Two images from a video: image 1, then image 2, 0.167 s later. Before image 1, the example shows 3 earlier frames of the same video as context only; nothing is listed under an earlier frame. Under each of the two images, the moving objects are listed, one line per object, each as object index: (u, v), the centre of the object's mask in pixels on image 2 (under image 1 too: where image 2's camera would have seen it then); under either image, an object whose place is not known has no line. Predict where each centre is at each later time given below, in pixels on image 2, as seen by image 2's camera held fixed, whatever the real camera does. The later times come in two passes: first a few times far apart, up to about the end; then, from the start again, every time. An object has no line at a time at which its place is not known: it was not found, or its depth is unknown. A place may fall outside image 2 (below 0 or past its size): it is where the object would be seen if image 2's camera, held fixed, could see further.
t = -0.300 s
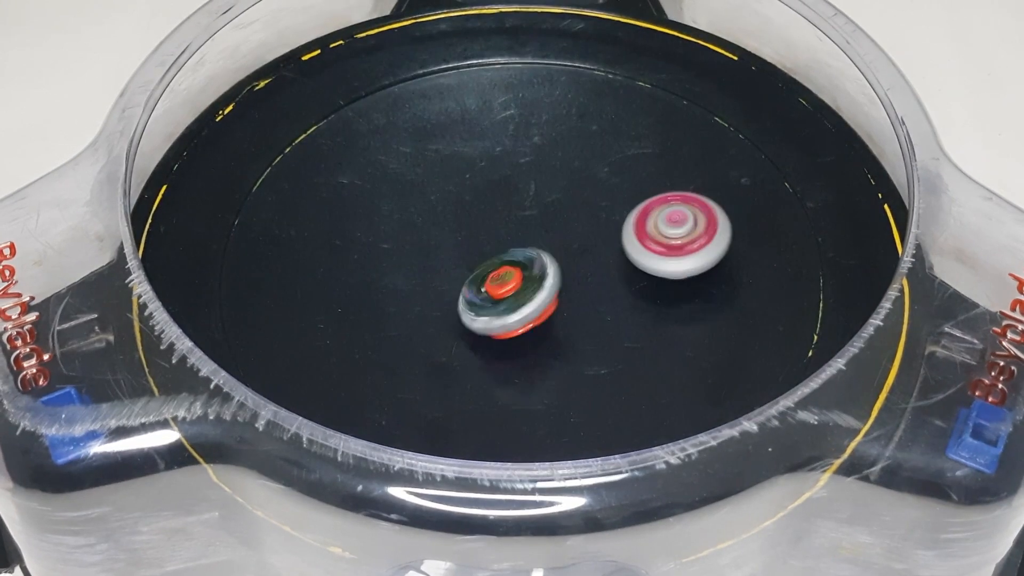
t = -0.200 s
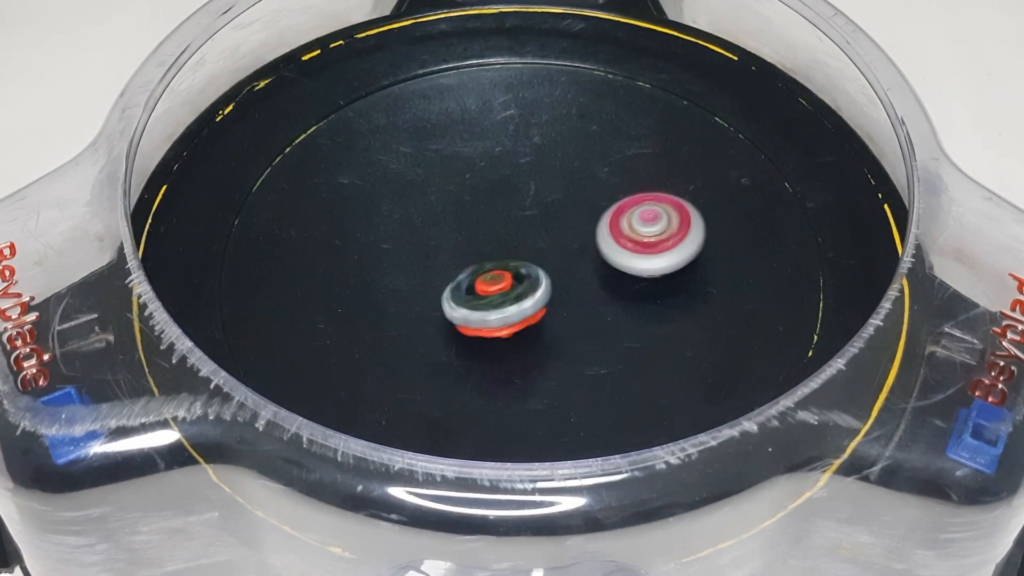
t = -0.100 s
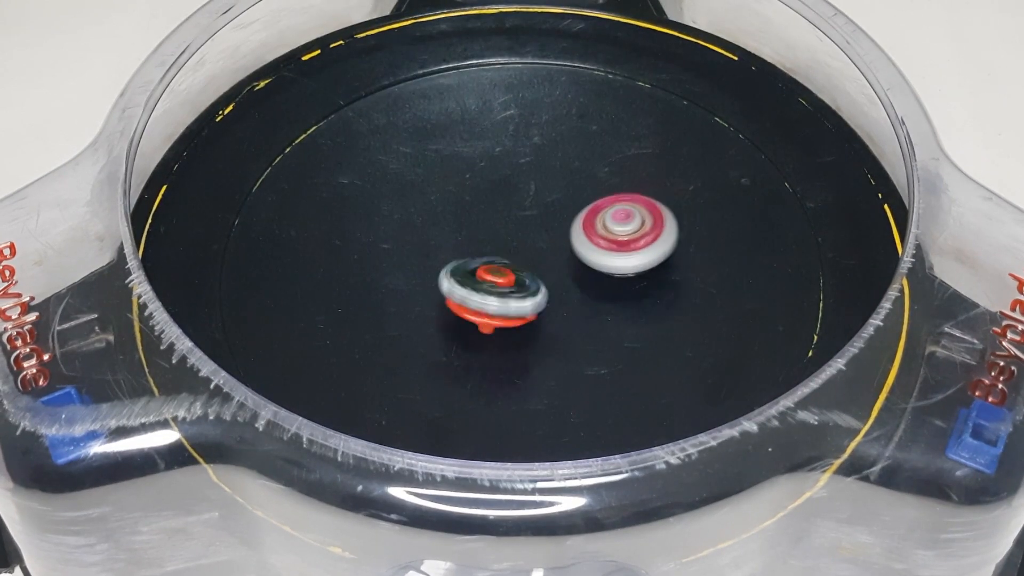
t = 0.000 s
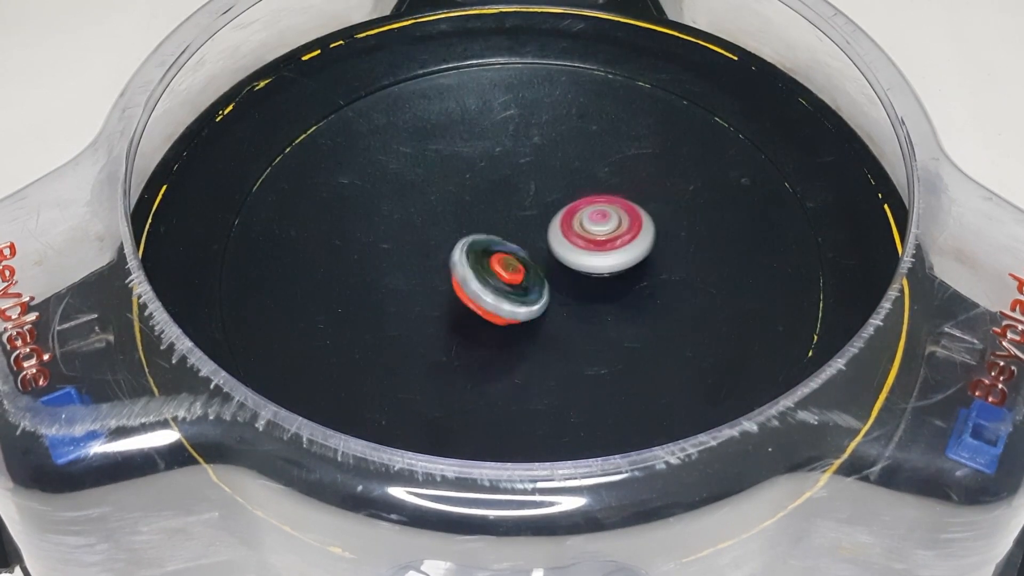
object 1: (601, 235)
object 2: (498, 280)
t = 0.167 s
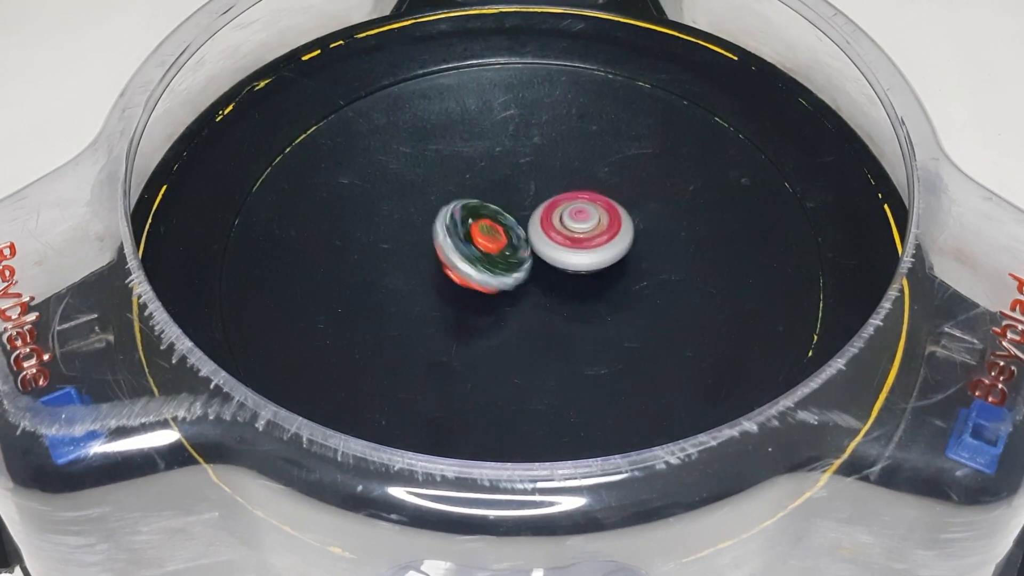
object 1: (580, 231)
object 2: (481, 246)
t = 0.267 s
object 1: (574, 228)
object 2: (468, 224)
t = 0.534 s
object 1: (571, 228)
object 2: (467, 212)
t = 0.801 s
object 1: (565, 225)
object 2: (465, 215)
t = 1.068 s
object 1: (562, 230)
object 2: (466, 215)
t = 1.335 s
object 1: (556, 239)
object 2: (465, 214)
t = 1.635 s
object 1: (541, 256)
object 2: (463, 212)
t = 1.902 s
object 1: (533, 263)
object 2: (463, 211)
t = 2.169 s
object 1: (528, 264)
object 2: (462, 209)
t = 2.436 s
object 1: (531, 261)
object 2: (462, 209)
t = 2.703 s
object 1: (537, 256)
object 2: (463, 209)
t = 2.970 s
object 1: (543, 250)
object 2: (463, 210)
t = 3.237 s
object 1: (549, 248)
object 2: (464, 211)
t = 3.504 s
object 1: (551, 249)
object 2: (465, 211)
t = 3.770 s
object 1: (550, 250)
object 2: (465, 211)
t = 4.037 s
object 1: (544, 250)
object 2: (463, 210)
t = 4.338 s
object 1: (541, 251)
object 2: (463, 209)
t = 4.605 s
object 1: (541, 251)
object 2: (463, 209)
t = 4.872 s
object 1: (541, 251)
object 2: (463, 209)
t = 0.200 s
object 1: (575, 230)
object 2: (478, 240)
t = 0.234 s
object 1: (572, 229)
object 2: (475, 232)
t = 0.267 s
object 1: (574, 228)
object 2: (468, 224)
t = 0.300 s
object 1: (573, 227)
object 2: (463, 219)
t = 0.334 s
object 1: (569, 226)
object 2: (463, 219)
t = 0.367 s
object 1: (567, 225)
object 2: (463, 217)
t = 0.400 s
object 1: (569, 226)
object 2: (461, 214)
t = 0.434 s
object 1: (568, 226)
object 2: (463, 215)
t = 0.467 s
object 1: (569, 226)
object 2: (464, 214)
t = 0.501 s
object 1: (571, 228)
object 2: (464, 212)
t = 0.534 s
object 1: (571, 228)
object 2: (467, 212)
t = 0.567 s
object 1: (570, 228)
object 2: (467, 212)
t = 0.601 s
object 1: (569, 227)
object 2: (467, 213)
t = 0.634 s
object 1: (568, 226)
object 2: (465, 215)
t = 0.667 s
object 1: (567, 226)
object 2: (463, 217)
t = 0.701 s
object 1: (566, 225)
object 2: (462, 217)
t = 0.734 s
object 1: (566, 225)
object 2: (462, 216)
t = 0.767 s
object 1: (566, 225)
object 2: (463, 216)
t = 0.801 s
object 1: (565, 225)
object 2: (465, 215)
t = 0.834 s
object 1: (564, 225)
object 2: (466, 215)
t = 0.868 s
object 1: (565, 226)
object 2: (465, 215)
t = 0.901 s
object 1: (564, 227)
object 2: (465, 215)
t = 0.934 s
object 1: (564, 227)
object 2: (466, 215)
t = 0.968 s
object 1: (564, 228)
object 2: (466, 215)
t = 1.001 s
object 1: (563, 228)
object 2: (466, 215)
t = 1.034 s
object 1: (563, 229)
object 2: (466, 215)
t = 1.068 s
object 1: (562, 230)
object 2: (466, 215)
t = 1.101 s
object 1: (562, 230)
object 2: (466, 215)
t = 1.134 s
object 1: (561, 231)
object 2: (465, 215)
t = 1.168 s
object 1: (561, 232)
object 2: (465, 215)
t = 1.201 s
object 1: (560, 233)
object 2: (465, 214)
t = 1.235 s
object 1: (560, 234)
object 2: (465, 214)
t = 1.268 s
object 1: (559, 236)
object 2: (465, 214)
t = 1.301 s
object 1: (558, 237)
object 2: (465, 214)
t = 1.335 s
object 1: (556, 239)
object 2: (465, 214)
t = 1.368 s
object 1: (555, 241)
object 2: (465, 214)
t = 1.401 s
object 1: (553, 243)
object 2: (464, 214)
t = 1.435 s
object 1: (552, 245)
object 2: (464, 214)
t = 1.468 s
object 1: (550, 247)
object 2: (464, 213)
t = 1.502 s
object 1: (548, 249)
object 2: (464, 213)
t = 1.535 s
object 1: (547, 251)
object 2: (464, 213)
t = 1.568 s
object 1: (545, 253)
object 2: (464, 213)
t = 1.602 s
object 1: (543, 254)
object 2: (463, 212)
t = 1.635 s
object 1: (541, 256)
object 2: (463, 212)
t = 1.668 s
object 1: (538, 258)
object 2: (463, 212)
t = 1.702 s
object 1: (538, 260)
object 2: (463, 211)
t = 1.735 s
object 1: (537, 262)
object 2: (463, 211)
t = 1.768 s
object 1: (535, 263)
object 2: (463, 211)
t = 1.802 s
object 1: (535, 263)
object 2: (463, 211)
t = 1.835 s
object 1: (534, 263)
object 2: (463, 211)
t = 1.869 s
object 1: (534, 263)
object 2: (463, 211)
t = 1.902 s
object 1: (533, 263)
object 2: (463, 211)
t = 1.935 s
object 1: (532, 264)
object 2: (463, 210)
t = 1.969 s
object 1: (531, 264)
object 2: (463, 210)
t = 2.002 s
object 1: (531, 264)
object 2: (463, 210)
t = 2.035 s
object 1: (530, 264)
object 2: (462, 210)
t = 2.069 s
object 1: (529, 264)
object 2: (462, 210)
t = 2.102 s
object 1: (529, 264)
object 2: (462, 209)
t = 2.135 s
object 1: (528, 264)
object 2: (462, 209)
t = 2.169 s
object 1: (528, 264)
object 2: (462, 209)
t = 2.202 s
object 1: (528, 264)
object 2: (462, 209)
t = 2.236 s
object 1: (528, 264)
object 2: (462, 209)
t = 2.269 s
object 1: (528, 263)
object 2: (462, 209)
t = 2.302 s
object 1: (529, 263)
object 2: (462, 209)
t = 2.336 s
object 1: (529, 263)
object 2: (462, 209)
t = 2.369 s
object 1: (530, 263)
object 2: (462, 209)
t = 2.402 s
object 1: (530, 262)
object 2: (462, 209)
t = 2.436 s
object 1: (531, 261)
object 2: (462, 209)
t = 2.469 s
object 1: (532, 261)
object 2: (463, 209)
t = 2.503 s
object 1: (532, 261)
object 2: (463, 209)
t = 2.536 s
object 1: (533, 260)
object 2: (463, 209)
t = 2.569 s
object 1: (534, 260)
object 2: (463, 209)
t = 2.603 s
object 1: (534, 259)
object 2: (463, 209)
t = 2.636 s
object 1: (535, 258)
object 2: (463, 209)
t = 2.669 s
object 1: (536, 257)
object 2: (463, 209)
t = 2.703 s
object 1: (537, 256)
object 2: (463, 209)
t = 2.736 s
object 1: (538, 255)
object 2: (463, 209)
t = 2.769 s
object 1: (538, 254)
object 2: (463, 209)
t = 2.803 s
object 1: (539, 253)
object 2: (463, 210)
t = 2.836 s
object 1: (540, 253)
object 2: (463, 210)
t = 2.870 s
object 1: (541, 252)
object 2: (463, 210)
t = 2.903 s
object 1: (542, 251)
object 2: (463, 210)
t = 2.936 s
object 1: (542, 251)
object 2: (463, 210)
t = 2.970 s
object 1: (543, 250)
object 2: (463, 210)
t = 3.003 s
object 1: (544, 249)
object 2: (463, 210)
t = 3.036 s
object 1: (545, 249)
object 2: (463, 210)
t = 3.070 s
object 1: (546, 249)
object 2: (464, 211)
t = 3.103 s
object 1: (547, 248)
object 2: (464, 211)
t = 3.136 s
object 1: (547, 248)
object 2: (464, 211)
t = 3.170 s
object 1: (548, 248)
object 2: (464, 211)
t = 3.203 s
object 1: (548, 248)
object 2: (464, 211)
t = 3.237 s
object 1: (549, 248)
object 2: (464, 211)
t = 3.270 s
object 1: (549, 248)
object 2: (464, 211)
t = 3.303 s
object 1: (550, 248)
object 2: (464, 211)
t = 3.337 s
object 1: (550, 248)
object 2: (464, 211)
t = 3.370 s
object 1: (551, 248)
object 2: (465, 211)
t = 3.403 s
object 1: (551, 248)
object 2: (465, 211)
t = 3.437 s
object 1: (551, 248)
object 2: (465, 211)
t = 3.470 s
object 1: (551, 248)
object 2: (465, 211)
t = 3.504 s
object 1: (551, 249)
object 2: (465, 211)
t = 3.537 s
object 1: (551, 249)
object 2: (465, 211)
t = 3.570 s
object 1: (551, 249)
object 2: (465, 211)
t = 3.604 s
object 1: (551, 249)
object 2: (465, 211)
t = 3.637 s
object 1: (551, 249)
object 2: (465, 211)
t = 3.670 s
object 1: (551, 249)
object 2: (465, 211)
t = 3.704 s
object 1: (550, 250)
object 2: (465, 211)
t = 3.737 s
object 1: (550, 250)
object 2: (465, 211)
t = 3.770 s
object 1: (550, 250)
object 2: (465, 211)
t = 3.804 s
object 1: (549, 250)
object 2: (465, 211)
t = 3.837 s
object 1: (549, 250)
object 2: (464, 211)
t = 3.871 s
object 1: (548, 250)
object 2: (464, 211)
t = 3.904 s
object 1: (547, 250)
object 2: (464, 211)
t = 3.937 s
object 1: (546, 250)
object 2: (464, 211)
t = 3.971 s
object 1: (545, 250)
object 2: (464, 211)
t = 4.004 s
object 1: (545, 250)
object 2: (464, 210)
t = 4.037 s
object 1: (544, 250)
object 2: (463, 210)
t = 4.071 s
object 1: (543, 250)
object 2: (463, 210)
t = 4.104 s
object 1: (542, 250)
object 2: (463, 210)
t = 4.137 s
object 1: (541, 250)
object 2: (463, 210)
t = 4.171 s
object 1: (541, 250)
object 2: (463, 210)
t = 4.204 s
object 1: (541, 251)
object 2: (463, 210)
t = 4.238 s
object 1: (541, 251)
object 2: (463, 210)
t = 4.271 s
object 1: (541, 251)
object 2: (463, 209)
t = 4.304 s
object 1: (541, 251)
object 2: (463, 209)
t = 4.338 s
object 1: (541, 251)
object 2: (463, 209)
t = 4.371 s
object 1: (541, 251)
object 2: (463, 209)
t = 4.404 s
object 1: (541, 251)
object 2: (463, 209)
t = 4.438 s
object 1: (541, 251)
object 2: (463, 209)
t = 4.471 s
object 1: (541, 251)
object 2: (463, 209)
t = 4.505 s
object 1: (541, 251)
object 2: (463, 209)
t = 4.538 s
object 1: (541, 251)
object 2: (463, 209)
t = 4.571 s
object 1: (541, 251)
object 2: (463, 209)
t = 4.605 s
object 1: (541, 251)
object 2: (463, 209)
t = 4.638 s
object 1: (541, 251)
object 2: (463, 209)
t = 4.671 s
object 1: (541, 251)
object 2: (463, 209)
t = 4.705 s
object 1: (541, 251)
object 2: (463, 209)
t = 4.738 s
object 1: (541, 251)
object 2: (463, 209)
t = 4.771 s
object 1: (541, 251)
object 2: (463, 209)
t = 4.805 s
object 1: (541, 251)
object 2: (463, 209)
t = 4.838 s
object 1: (541, 251)
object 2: (463, 209)
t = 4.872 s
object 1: (541, 251)
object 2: (463, 209)
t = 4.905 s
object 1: (541, 251)
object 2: (463, 209)
